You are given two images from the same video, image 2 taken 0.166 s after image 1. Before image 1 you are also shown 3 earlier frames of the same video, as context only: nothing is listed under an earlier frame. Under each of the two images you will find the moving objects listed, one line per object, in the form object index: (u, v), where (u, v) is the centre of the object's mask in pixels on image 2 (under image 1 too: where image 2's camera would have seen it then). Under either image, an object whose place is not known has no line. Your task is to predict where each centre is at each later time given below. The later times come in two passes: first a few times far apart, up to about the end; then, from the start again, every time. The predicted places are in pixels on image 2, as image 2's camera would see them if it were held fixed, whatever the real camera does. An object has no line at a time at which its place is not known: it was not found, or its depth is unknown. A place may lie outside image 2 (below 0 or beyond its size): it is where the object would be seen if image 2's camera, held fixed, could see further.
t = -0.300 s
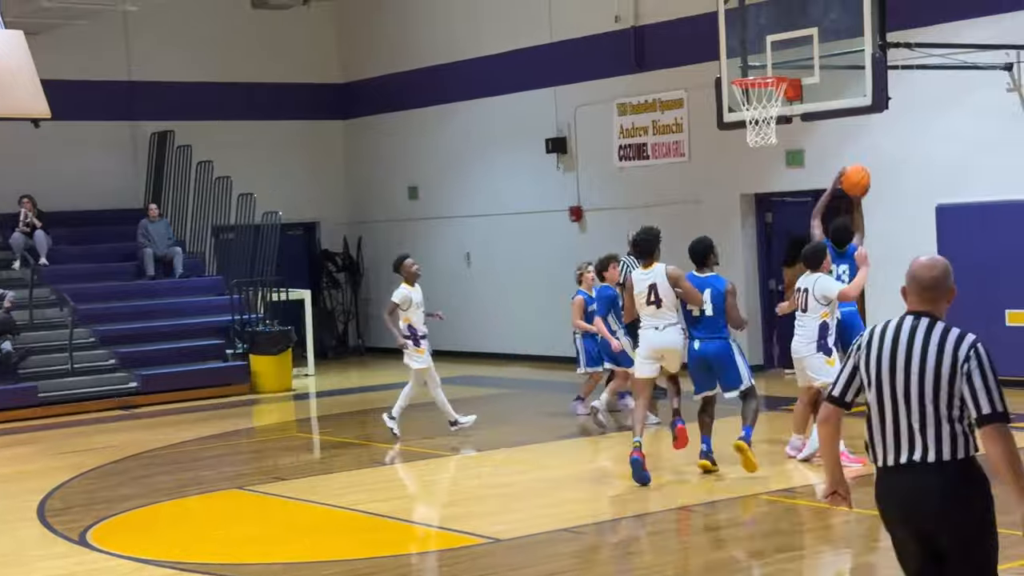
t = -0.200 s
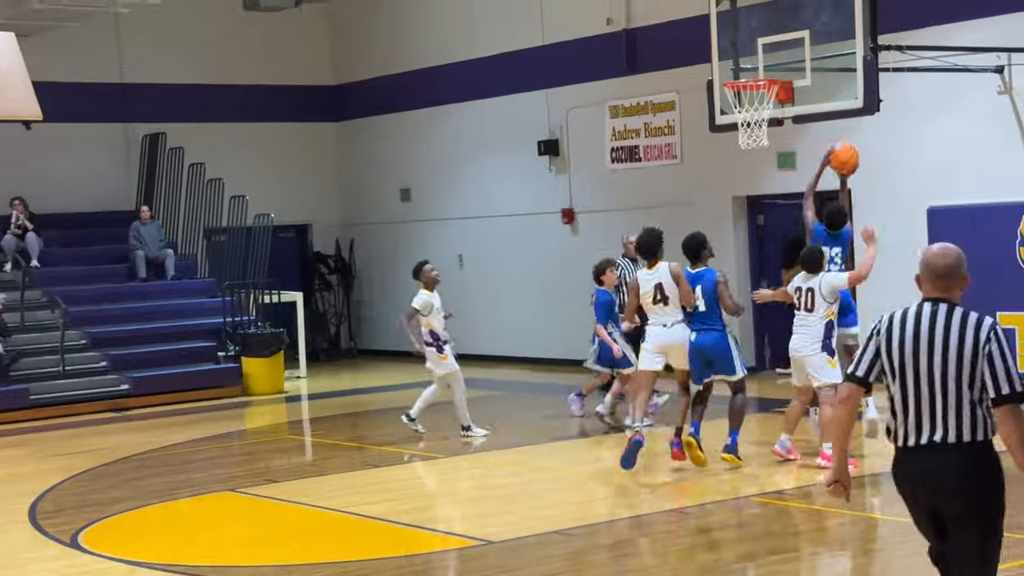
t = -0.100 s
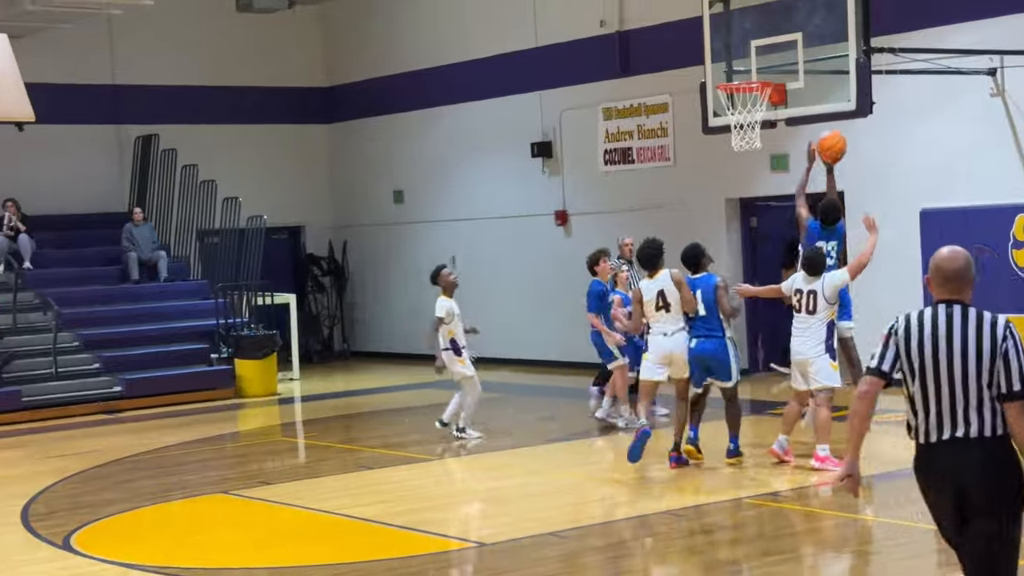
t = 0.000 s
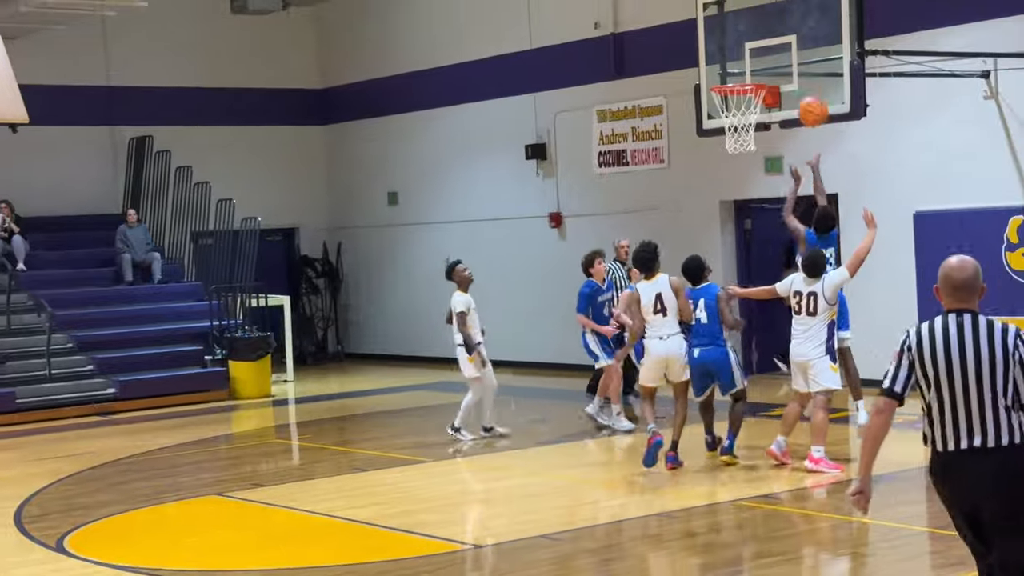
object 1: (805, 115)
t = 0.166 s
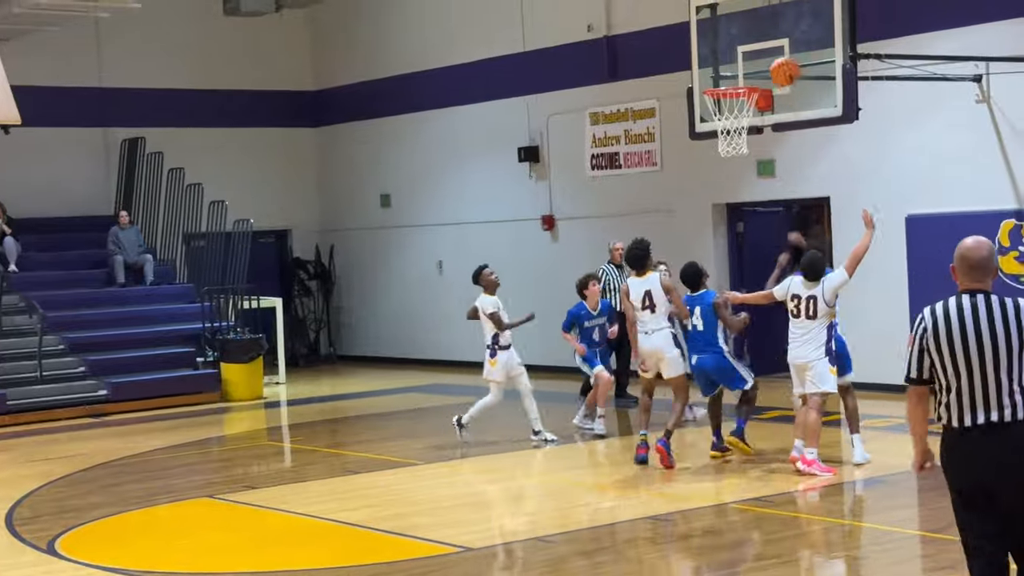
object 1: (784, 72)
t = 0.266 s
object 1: (771, 64)
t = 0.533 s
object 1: (725, 107)
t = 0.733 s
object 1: (706, 155)
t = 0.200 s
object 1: (781, 67)
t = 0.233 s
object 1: (777, 64)
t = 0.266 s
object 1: (771, 64)
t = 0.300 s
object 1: (764, 65)
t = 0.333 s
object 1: (758, 67)
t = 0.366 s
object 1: (753, 72)
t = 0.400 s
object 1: (747, 76)
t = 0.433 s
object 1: (742, 79)
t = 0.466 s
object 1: (736, 82)
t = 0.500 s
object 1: (730, 99)
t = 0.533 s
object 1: (725, 107)
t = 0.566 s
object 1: (720, 119)
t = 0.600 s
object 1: (716, 125)
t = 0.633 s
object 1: (711, 133)
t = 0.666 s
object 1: (709, 142)
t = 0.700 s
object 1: (707, 146)
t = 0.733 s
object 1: (706, 155)
